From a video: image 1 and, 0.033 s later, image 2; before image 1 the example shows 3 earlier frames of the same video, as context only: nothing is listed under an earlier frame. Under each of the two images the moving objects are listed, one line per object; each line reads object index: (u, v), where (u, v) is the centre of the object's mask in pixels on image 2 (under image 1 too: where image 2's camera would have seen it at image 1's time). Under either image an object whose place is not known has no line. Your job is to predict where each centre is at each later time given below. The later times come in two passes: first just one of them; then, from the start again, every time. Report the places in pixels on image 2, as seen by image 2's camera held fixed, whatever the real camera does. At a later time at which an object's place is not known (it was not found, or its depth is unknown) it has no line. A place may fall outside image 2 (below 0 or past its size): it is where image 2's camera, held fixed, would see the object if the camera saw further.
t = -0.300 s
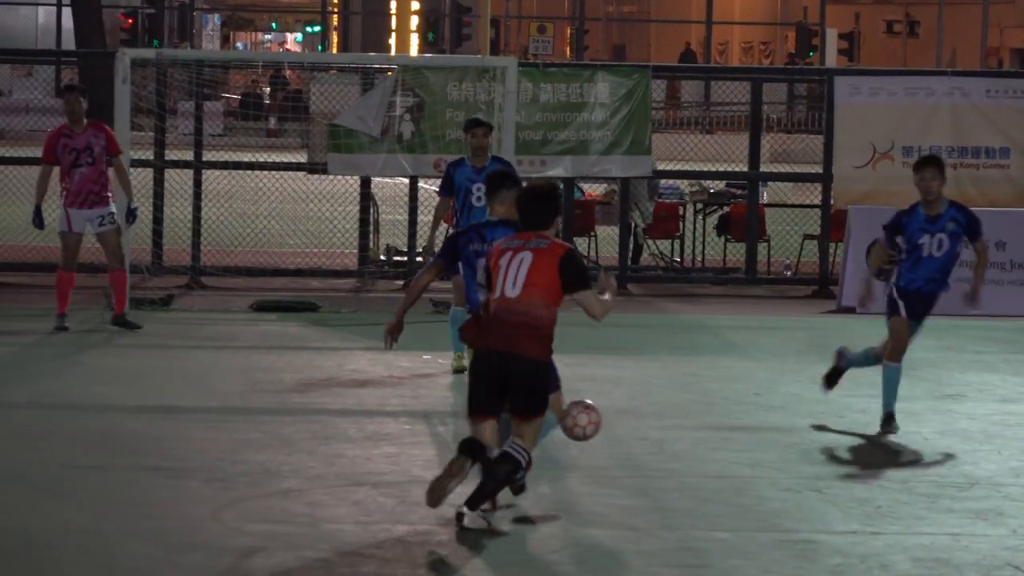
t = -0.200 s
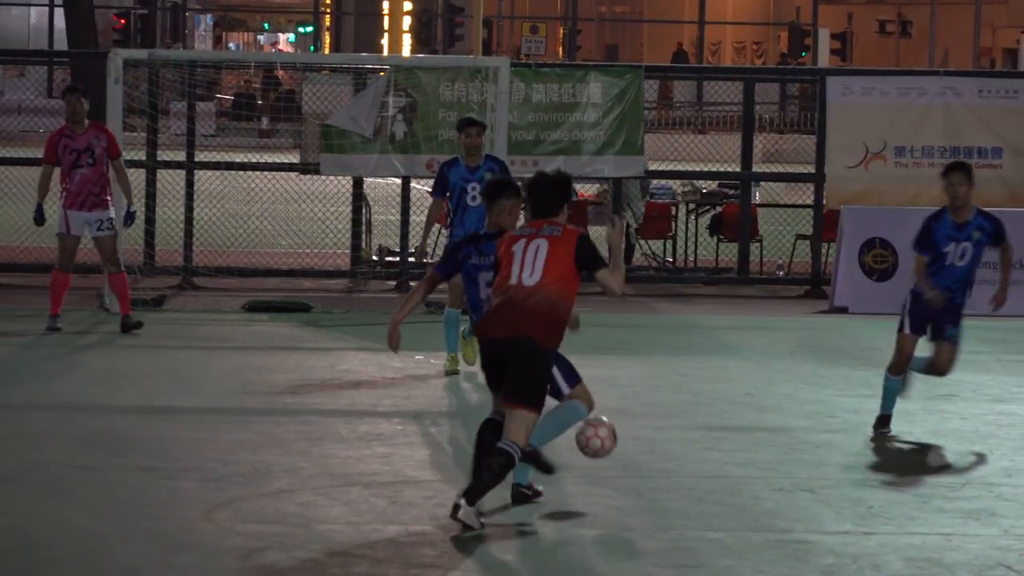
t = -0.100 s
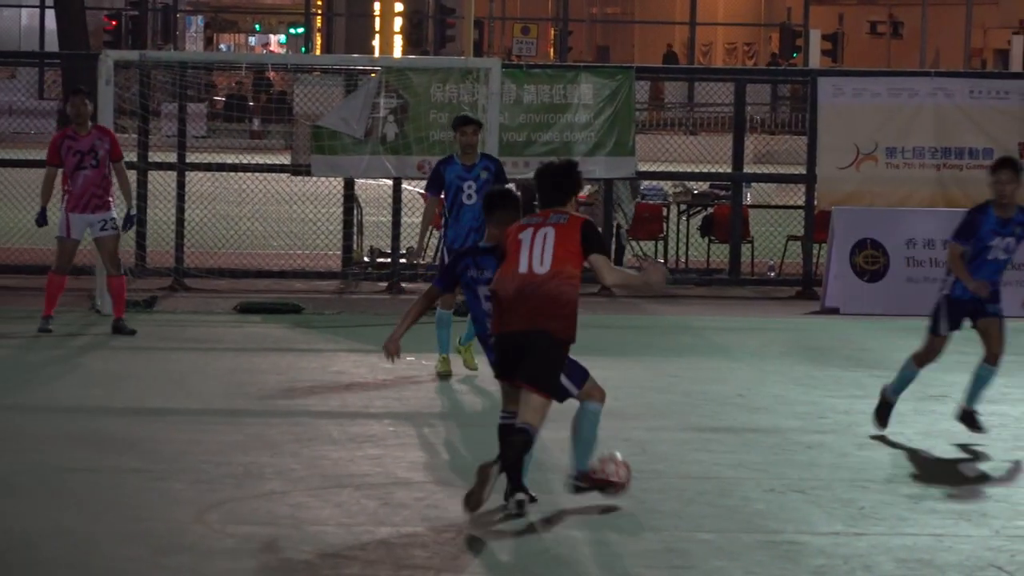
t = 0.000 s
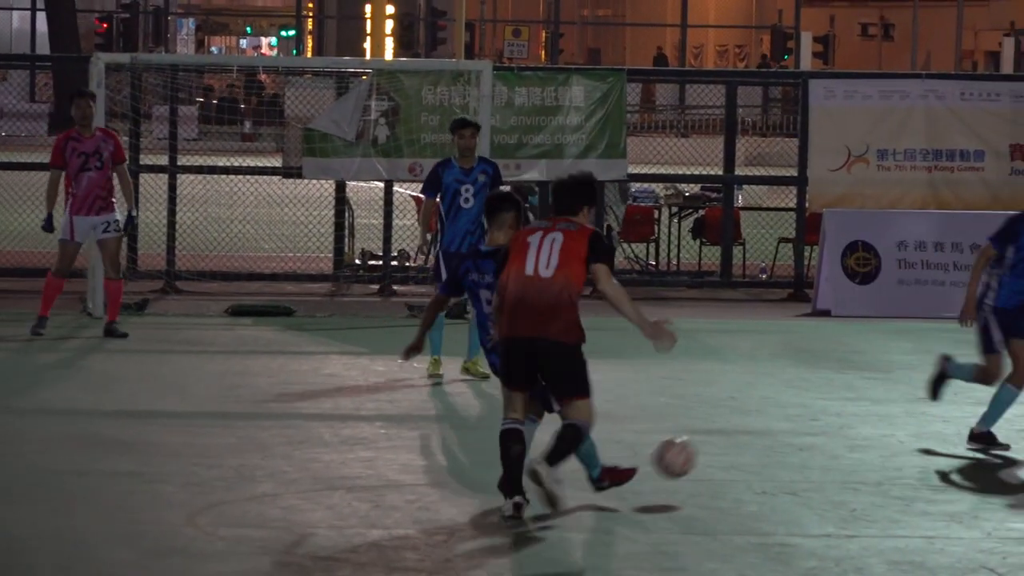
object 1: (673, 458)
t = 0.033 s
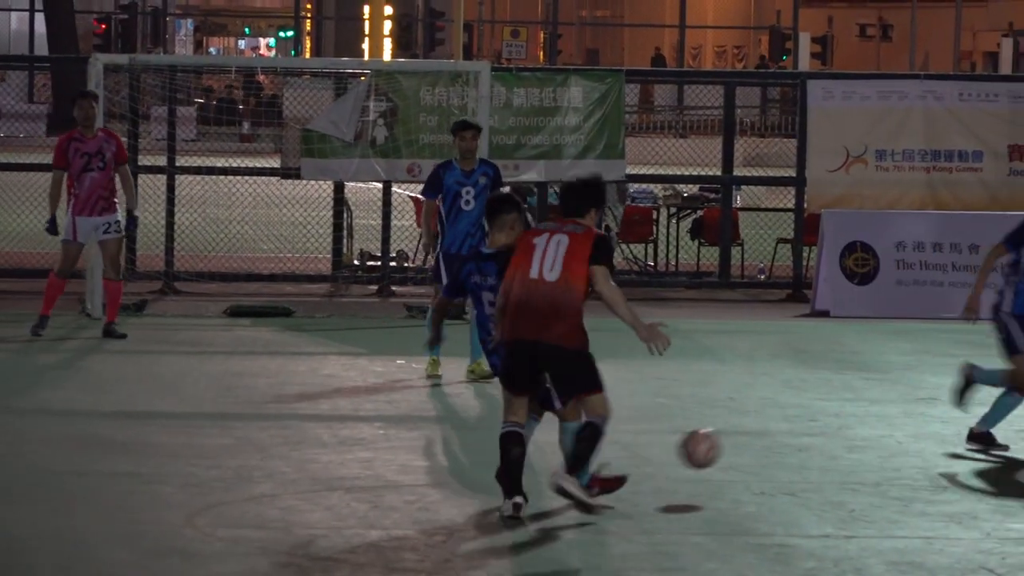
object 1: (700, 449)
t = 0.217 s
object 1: (837, 440)
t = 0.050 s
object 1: (712, 445)
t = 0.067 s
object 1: (726, 442)
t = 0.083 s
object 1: (739, 439)
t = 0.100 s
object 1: (752, 438)
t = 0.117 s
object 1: (764, 437)
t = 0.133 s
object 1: (776, 436)
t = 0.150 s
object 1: (788, 435)
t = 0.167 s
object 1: (801, 435)
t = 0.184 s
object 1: (813, 436)
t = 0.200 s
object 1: (826, 438)
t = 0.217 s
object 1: (837, 440)
